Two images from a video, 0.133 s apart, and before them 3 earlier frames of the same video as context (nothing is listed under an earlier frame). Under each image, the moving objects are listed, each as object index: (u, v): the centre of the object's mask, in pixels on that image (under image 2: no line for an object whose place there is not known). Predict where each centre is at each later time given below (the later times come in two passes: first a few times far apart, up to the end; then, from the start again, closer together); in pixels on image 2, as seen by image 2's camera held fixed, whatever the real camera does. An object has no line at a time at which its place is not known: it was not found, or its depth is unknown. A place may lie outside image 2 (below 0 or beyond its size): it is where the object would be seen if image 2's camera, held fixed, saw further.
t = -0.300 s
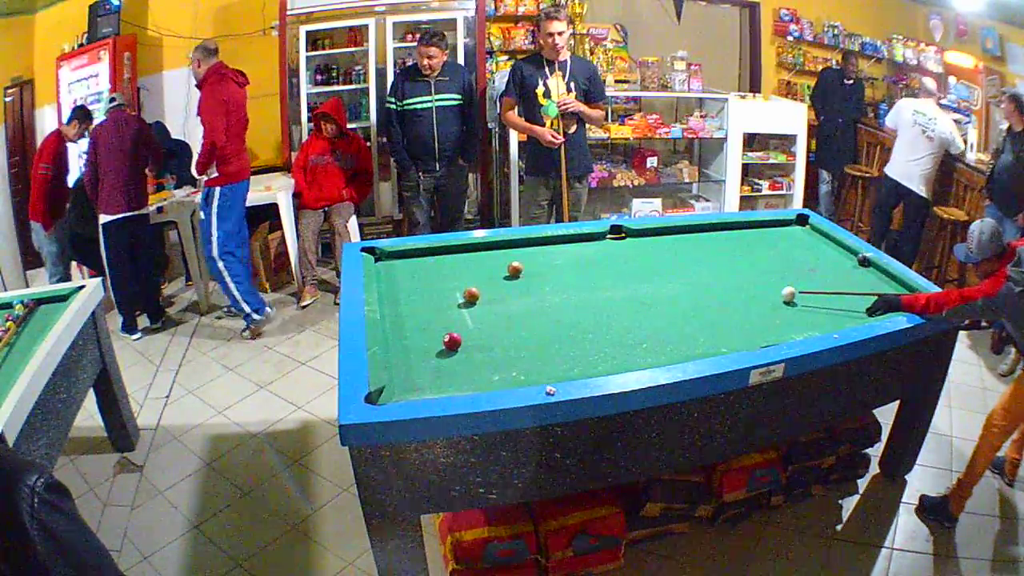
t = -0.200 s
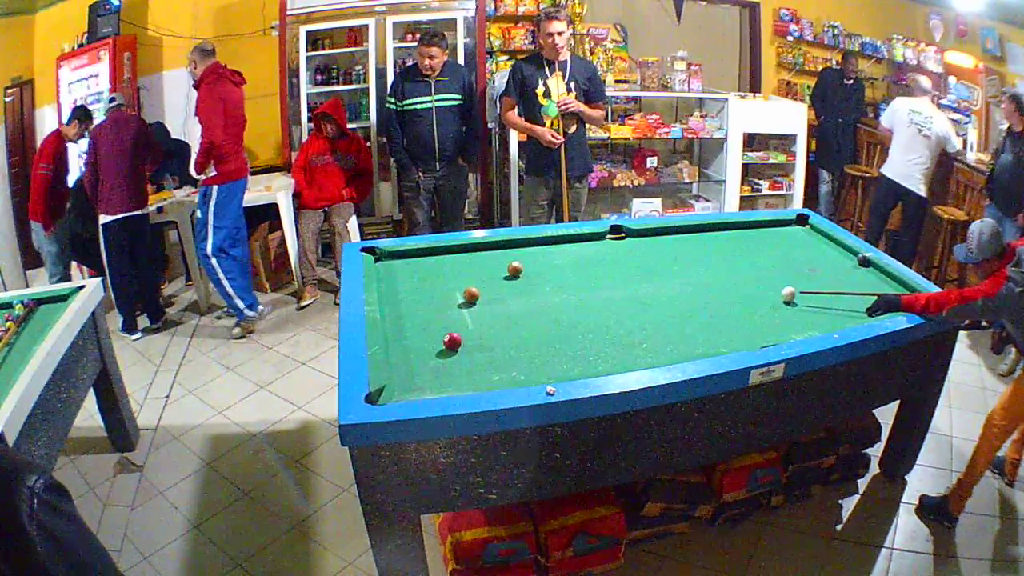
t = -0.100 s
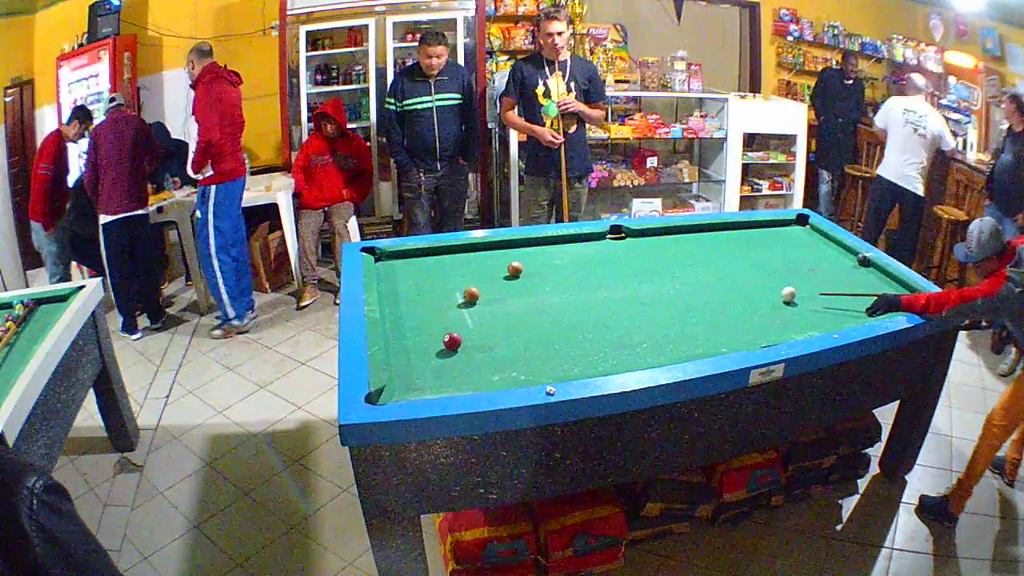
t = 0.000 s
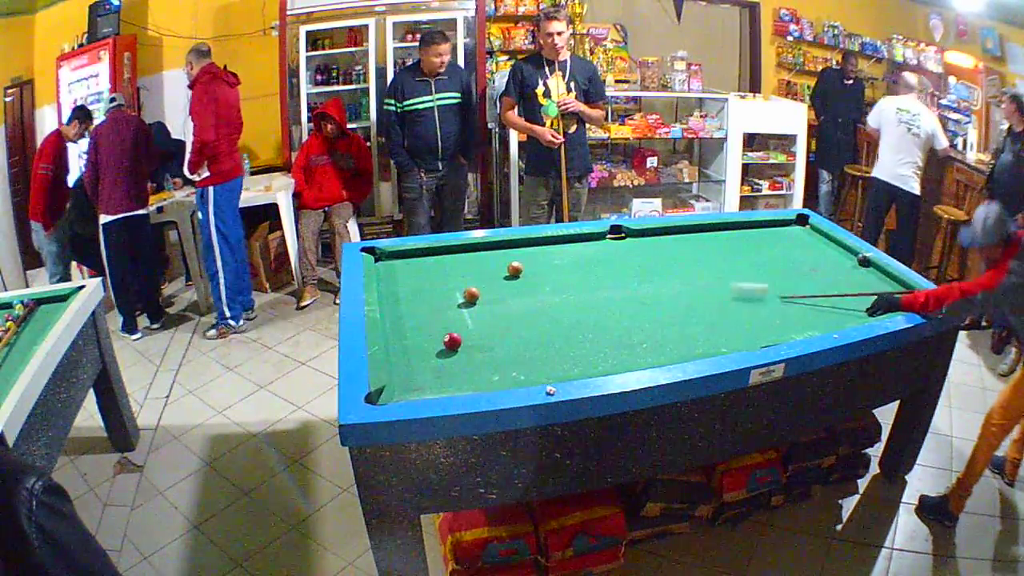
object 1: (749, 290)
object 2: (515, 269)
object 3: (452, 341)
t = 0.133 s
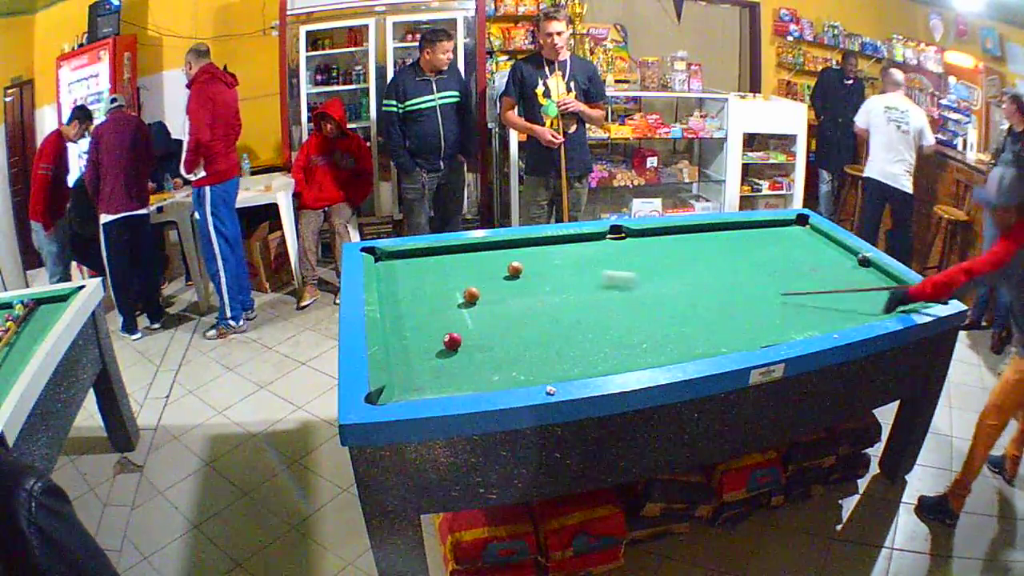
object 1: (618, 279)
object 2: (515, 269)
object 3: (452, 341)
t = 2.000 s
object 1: (501, 262)
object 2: (545, 364)
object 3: (399, 389)
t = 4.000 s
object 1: (510, 260)
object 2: (608, 325)
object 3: (436, 382)
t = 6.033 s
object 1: (510, 260)
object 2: (611, 324)
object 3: (436, 382)
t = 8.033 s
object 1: (510, 260)
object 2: (611, 323)
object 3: (436, 382)
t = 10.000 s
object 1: (510, 260)
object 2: (611, 323)
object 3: (436, 382)
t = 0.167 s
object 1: (586, 277)
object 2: (515, 269)
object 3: (452, 341)
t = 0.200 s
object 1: (556, 274)
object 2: (515, 269)
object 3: (452, 341)
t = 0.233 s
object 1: (531, 271)
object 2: (512, 268)
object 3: (452, 341)
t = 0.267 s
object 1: (528, 272)
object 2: (489, 265)
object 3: (452, 341)
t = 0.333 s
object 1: (521, 272)
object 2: (445, 258)
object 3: (452, 341)
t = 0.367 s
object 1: (516, 273)
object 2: (426, 255)
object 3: (452, 341)
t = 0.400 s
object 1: (511, 273)
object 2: (409, 254)
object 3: (452, 341)
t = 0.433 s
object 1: (506, 273)
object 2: (395, 256)
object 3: (452, 341)
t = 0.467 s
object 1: (502, 274)
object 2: (387, 258)
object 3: (452, 341)
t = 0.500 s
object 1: (497, 274)
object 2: (381, 261)
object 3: (452, 341)
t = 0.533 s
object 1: (492, 274)
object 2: (387, 263)
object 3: (452, 341)
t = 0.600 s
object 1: (483, 275)
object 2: (401, 269)
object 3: (452, 341)
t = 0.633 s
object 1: (479, 275)
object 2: (408, 270)
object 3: (452, 341)
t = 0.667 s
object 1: (474, 276)
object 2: (415, 273)
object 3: (452, 341)
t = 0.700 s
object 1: (469, 276)
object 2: (423, 275)
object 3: (452, 341)
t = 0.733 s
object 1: (465, 277)
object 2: (430, 276)
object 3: (452, 341)
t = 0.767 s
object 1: (460, 277)
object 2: (437, 279)
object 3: (452, 341)
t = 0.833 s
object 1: (462, 276)
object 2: (442, 285)
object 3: (452, 341)
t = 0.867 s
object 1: (464, 275)
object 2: (443, 288)
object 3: (452, 341)
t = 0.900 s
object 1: (465, 275)
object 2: (443, 292)
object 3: (452, 341)
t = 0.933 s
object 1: (467, 274)
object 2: (445, 296)
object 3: (452, 341)
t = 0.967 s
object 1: (468, 274)
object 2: (447, 299)
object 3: (452, 341)
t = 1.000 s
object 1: (470, 273)
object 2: (447, 302)
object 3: (452, 341)
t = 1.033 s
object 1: (471, 272)
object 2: (449, 306)
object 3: (452, 341)
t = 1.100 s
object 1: (474, 272)
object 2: (452, 314)
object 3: (452, 341)
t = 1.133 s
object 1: (475, 271)
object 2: (453, 318)
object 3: (452, 341)
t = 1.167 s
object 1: (477, 271)
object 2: (455, 322)
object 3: (452, 341)
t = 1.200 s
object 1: (478, 270)
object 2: (457, 326)
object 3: (452, 341)
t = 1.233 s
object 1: (480, 270)
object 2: (459, 328)
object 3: (452, 341)
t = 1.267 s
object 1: (481, 269)
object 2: (462, 332)
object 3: (451, 342)
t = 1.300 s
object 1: (482, 269)
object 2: (465, 335)
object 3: (449, 346)
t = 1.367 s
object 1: (485, 268)
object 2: (472, 337)
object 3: (444, 351)
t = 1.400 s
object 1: (486, 268)
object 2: (476, 339)
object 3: (442, 353)
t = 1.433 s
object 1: (487, 267)
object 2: (480, 340)
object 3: (440, 355)
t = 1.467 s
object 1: (488, 267)
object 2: (484, 342)
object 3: (437, 359)
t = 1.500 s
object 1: (489, 266)
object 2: (488, 343)
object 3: (435, 361)
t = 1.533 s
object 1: (490, 266)
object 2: (492, 344)
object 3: (433, 364)
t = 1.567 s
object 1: (491, 265)
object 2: (496, 346)
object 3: (430, 367)
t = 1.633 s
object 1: (493, 265)
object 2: (503, 349)
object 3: (426, 372)
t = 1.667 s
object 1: (494, 265)
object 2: (507, 350)
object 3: (424, 374)
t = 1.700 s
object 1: (495, 264)
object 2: (511, 352)
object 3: (421, 376)
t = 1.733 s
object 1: (496, 264)
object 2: (514, 353)
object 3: (419, 380)
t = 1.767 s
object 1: (496, 264)
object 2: (519, 355)
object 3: (417, 382)
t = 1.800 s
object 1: (497, 263)
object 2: (522, 356)
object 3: (414, 384)
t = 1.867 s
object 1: (499, 263)
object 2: (530, 359)
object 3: (409, 387)
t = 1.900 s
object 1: (499, 263)
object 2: (534, 361)
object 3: (406, 389)
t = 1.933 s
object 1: (500, 263)
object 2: (538, 362)
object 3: (403, 389)
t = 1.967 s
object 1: (501, 262)
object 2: (541, 363)
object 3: (401, 389)
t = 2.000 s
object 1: (501, 262)
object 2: (545, 364)
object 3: (399, 389)
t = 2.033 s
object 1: (502, 262)
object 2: (548, 365)
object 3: (396, 390)
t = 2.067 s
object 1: (503, 262)
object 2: (552, 366)
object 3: (394, 389)
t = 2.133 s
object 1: (504, 262)
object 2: (560, 368)
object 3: (398, 389)
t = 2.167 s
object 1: (504, 261)
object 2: (563, 368)
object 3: (399, 389)
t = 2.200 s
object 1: (505, 261)
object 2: (566, 368)
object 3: (401, 388)
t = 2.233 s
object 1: (506, 261)
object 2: (568, 368)
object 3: (403, 388)
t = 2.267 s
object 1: (506, 261)
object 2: (570, 367)
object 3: (405, 388)
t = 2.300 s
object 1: (506, 260)
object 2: (572, 366)
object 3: (406, 387)
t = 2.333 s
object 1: (507, 260)
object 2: (573, 365)
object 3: (408, 387)
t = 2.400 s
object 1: (507, 260)
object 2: (575, 364)
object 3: (411, 386)
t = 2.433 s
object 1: (508, 260)
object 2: (576, 363)
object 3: (413, 386)
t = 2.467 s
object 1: (508, 260)
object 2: (577, 362)
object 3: (414, 386)
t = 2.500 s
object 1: (508, 260)
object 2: (579, 361)
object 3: (415, 386)
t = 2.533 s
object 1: (509, 260)
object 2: (580, 359)
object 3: (417, 385)
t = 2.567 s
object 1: (509, 260)
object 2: (581, 358)
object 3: (418, 385)
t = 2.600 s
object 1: (509, 260)
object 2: (582, 357)
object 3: (420, 385)
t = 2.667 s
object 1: (509, 260)
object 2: (584, 354)
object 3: (422, 384)
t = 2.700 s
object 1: (509, 260)
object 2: (585, 353)
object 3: (423, 384)
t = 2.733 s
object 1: (510, 260)
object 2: (586, 352)
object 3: (424, 384)
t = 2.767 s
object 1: (510, 260)
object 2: (588, 351)
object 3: (426, 384)
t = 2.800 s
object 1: (510, 260)
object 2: (588, 350)
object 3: (427, 384)
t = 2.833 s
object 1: (510, 260)
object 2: (589, 349)
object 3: (428, 384)
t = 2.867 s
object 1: (510, 260)
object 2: (590, 347)
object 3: (429, 384)
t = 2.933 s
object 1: (510, 260)
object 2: (592, 346)
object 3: (431, 383)
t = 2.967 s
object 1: (510, 260)
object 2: (593, 345)
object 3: (431, 383)
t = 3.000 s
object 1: (510, 260)
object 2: (594, 344)
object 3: (432, 383)
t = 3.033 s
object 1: (510, 260)
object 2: (595, 343)
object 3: (432, 383)
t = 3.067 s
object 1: (510, 260)
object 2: (596, 342)
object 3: (433, 383)
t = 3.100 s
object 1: (510, 260)
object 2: (596, 341)
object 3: (434, 383)
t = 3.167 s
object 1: (510, 260)
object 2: (598, 339)
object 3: (435, 383)
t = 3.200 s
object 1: (510, 260)
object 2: (598, 338)
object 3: (435, 383)
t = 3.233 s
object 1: (510, 260)
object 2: (599, 337)
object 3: (436, 383)
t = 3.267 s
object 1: (510, 260)
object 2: (600, 337)
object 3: (436, 383)
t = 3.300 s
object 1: (510, 260)
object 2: (600, 336)
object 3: (437, 383)
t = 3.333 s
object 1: (510, 260)
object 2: (601, 336)
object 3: (437, 382)
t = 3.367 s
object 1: (510, 260)
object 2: (601, 335)
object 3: (437, 382)
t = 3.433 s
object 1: (510, 260)
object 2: (603, 333)
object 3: (437, 382)
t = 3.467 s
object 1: (510, 260)
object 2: (603, 332)
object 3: (437, 382)
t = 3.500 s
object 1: (510, 260)
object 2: (604, 332)
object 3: (437, 382)
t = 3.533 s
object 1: (510, 260)
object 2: (604, 331)
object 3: (437, 382)
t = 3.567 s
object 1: (510, 260)
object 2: (604, 331)
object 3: (437, 382)
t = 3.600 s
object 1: (510, 260)
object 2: (604, 330)
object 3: (437, 383)
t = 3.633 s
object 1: (510, 260)
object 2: (605, 330)
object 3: (437, 382)
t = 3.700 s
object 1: (510, 260)
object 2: (606, 329)
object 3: (436, 382)
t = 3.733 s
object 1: (510, 260)
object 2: (606, 328)
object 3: (436, 382)
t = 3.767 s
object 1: (510, 260)
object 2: (607, 328)
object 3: (436, 382)
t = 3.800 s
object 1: (510, 260)
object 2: (607, 327)
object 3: (436, 382)
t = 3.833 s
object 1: (510, 260)
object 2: (607, 327)
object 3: (436, 382)
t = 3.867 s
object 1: (510, 260)
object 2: (607, 327)
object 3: (436, 382)
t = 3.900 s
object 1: (510, 260)
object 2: (608, 326)
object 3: (436, 382)
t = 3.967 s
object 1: (510, 260)
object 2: (608, 325)
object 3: (436, 383)
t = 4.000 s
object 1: (510, 260)
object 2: (608, 325)
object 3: (436, 382)
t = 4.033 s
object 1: (510, 260)
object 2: (609, 325)
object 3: (437, 382)
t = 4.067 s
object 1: (510, 260)
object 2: (609, 325)
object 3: (437, 382)
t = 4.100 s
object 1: (510, 260)
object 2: (609, 324)
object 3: (437, 382)
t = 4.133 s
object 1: (510, 260)
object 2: (609, 324)
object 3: (437, 382)
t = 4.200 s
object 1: (510, 260)
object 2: (610, 324)
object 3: (437, 382)
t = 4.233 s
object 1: (510, 260)
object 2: (610, 324)
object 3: (436, 382)
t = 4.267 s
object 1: (510, 260)
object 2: (610, 323)
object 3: (436, 382)
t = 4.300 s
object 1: (510, 260)
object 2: (610, 323)
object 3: (436, 382)
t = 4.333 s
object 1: (510, 260)
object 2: (611, 323)
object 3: (437, 382)
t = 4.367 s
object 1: (510, 260)
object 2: (611, 323)
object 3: (436, 382)
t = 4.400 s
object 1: (510, 260)
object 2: (611, 323)
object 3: (436, 382)
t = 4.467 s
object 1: (510, 260)
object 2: (611, 323)
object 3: (437, 382)
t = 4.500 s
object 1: (510, 260)
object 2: (611, 323)
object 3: (437, 382)
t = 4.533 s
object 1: (510, 260)
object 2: (611, 323)
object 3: (437, 382)
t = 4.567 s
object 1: (510, 260)
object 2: (611, 323)
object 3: (437, 382)
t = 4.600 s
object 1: (510, 260)
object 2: (611, 323)
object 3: (437, 382)
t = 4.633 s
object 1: (510, 260)
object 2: (611, 323)
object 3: (437, 382)
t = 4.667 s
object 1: (510, 260)
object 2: (611, 323)
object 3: (437, 382)
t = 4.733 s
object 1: (510, 259)
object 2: (611, 323)
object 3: (437, 382)
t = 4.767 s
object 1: (510, 260)
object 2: (611, 323)
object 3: (437, 382)
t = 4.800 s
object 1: (510, 260)
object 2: (611, 323)
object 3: (437, 382)
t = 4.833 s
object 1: (510, 260)
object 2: (611, 323)
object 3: (437, 382)
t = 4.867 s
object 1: (510, 260)
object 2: (611, 323)
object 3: (437, 382)
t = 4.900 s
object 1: (510, 259)
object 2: (611, 323)
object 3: (436, 382)
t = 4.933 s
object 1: (510, 259)
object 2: (611, 324)
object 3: (437, 382)
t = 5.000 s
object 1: (510, 260)
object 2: (611, 324)
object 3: (437, 382)
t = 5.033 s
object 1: (510, 260)
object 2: (611, 324)
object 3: (437, 382)
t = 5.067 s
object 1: (510, 260)
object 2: (611, 324)
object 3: (437, 382)
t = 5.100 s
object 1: (510, 260)
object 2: (611, 324)
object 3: (437, 382)
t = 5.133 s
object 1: (510, 260)
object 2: (611, 324)
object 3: (437, 382)
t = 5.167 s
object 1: (510, 260)
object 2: (611, 324)
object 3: (437, 383)
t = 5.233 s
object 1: (510, 260)
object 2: (611, 324)
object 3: (436, 382)
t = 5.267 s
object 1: (510, 260)
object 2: (611, 324)
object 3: (436, 382)
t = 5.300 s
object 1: (510, 260)
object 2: (611, 324)
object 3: (436, 382)
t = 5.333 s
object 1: (510, 260)
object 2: (611, 324)
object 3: (436, 382)
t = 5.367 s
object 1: (510, 260)
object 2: (611, 324)
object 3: (436, 382)
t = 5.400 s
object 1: (510, 260)
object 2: (611, 324)
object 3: (436, 382)
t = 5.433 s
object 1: (510, 260)
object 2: (611, 324)
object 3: (436, 382)
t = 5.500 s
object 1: (510, 260)
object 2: (611, 324)
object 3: (436, 382)
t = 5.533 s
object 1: (510, 259)
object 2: (611, 324)
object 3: (436, 382)
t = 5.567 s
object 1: (510, 259)
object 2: (611, 323)
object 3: (436, 382)
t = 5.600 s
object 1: (510, 259)
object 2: (611, 324)
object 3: (436, 382)
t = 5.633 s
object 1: (510, 260)
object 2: (611, 324)
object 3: (436, 382)
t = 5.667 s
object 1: (510, 260)
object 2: (611, 324)
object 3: (436, 382)
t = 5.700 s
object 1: (510, 260)
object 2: (611, 324)
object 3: (436, 382)
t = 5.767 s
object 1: (510, 259)
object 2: (611, 324)
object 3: (436, 382)
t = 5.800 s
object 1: (510, 259)
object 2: (611, 324)
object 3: (436, 382)
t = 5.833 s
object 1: (510, 259)
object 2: (611, 324)
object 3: (436, 382)
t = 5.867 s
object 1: (510, 260)
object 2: (611, 324)
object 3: (436, 382)
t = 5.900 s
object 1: (510, 260)
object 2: (611, 324)
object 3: (436, 382)
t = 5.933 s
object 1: (510, 260)
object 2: (611, 324)
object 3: (436, 382)
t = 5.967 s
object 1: (510, 260)
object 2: (611, 324)
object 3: (436, 382)
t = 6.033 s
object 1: (510, 260)
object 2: (611, 324)
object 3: (436, 382)
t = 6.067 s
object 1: (510, 260)
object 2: (611, 324)
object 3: (436, 382)
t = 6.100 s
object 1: (510, 260)
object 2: (611, 324)
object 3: (436, 382)
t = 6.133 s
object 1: (510, 260)
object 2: (611, 324)
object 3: (436, 382)
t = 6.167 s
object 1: (510, 260)
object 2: (611, 324)
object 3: (436, 382)
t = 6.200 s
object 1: (510, 260)
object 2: (611, 324)
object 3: (436, 382)
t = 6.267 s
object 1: (510, 260)
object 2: (611, 324)
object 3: (437, 382)
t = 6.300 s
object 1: (510, 260)
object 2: (611, 324)
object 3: (436, 382)
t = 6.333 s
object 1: (510, 259)
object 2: (611, 324)
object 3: (437, 382)
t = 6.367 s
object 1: (510, 259)
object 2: (611, 324)
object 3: (436, 382)
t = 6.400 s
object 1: (510, 260)
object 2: (611, 324)
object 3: (437, 382)
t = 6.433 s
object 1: (510, 260)
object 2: (611, 324)
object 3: (437, 382)
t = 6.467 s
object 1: (510, 260)
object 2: (611, 324)
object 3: (437, 382)
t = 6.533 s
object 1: (510, 260)
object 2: (611, 324)
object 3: (437, 382)
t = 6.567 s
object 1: (510, 260)
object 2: (611, 324)
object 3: (436, 382)
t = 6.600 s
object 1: (510, 260)
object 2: (611, 324)
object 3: (436, 382)
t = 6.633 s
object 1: (510, 260)
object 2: (611, 324)
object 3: (436, 382)
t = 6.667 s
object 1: (510, 260)
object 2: (611, 324)
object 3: (436, 382)
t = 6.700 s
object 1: (510, 260)
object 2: (611, 324)
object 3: (437, 382)
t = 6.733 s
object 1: (510, 260)
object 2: (611, 324)
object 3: (437, 382)
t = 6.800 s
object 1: (510, 260)
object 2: (611, 324)
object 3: (437, 382)
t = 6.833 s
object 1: (510, 260)
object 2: (611, 324)
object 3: (437, 382)
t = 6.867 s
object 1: (510, 260)
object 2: (611, 324)
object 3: (437, 382)
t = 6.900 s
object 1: (510, 260)
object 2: (611, 323)
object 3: (437, 382)
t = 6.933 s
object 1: (510, 260)
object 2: (611, 323)
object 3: (437, 382)
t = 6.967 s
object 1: (510, 260)
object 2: (611, 323)
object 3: (437, 382)
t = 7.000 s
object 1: (510, 260)
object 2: (611, 323)
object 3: (437, 382)
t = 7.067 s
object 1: (510, 260)
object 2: (611, 323)
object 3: (437, 382)
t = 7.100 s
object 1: (510, 260)
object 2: (611, 323)
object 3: (437, 382)
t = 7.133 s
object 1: (510, 260)
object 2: (611, 323)
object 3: (436, 382)
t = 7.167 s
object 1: (510, 260)
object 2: (611, 323)
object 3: (437, 382)
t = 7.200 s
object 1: (510, 260)
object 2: (611, 323)
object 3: (437, 382)
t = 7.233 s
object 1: (510, 260)
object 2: (611, 323)
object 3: (437, 382)
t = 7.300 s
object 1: (510, 260)
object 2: (611, 323)
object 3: (437, 382)
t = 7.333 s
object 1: (510, 260)
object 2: (611, 323)
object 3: (436, 382)
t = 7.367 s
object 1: (510, 259)
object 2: (611, 323)
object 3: (437, 382)
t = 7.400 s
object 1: (510, 260)
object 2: (611, 323)
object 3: (436, 382)
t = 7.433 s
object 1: (510, 260)
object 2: (611, 323)
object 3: (437, 382)
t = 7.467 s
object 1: (510, 260)
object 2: (611, 323)
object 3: (437, 382)
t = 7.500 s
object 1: (510, 260)
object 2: (611, 323)
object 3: (436, 382)
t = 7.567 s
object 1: (510, 260)
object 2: (611, 323)
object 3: (436, 382)
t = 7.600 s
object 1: (510, 260)
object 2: (611, 323)
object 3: (436, 382)
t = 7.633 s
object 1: (510, 260)
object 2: (611, 323)
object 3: (437, 382)
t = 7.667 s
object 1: (510, 260)
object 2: (611, 323)
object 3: (437, 382)
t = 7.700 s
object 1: (510, 260)
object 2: (611, 323)
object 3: (436, 382)
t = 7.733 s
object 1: (510, 260)
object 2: (611, 323)
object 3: (437, 382)
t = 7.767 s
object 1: (510, 260)
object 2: (611, 323)
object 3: (436, 382)
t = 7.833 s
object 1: (510, 260)
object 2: (611, 323)
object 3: (436, 382)
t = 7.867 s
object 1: (510, 260)
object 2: (611, 323)
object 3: (436, 383)
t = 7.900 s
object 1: (510, 260)
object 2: (611, 323)
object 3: (436, 382)
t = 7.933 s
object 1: (510, 260)
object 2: (611, 323)
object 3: (436, 382)
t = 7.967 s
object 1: (510, 260)
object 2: (611, 323)
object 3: (436, 382)
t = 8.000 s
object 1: (510, 260)
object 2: (611, 323)
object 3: (436, 382)
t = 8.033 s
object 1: (510, 260)
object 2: (611, 323)
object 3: (436, 382)
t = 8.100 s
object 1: (510, 260)
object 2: (611, 323)
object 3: (436, 382)
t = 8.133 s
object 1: (510, 260)
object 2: (611, 323)
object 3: (436, 382)
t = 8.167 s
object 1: (510, 260)
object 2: (611, 323)
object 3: (436, 382)
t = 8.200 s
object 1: (510, 260)
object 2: (611, 323)
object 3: (436, 382)
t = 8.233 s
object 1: (510, 260)
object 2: (611, 323)
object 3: (436, 382)
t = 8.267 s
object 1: (510, 260)
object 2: (611, 324)
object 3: (436, 382)
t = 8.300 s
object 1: (510, 260)
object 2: (611, 323)
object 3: (436, 382)
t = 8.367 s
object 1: (510, 260)
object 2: (611, 323)
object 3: (437, 382)
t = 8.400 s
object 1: (510, 260)
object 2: (611, 323)
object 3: (436, 382)
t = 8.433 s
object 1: (510, 260)
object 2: (611, 323)
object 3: (436, 382)
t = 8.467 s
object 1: (510, 260)
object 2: (611, 323)
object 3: (436, 382)
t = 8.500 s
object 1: (510, 260)
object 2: (611, 323)
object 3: (436, 382)
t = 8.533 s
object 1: (510, 260)
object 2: (611, 323)
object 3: (436, 382)
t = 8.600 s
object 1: (510, 260)
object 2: (611, 323)
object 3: (436, 382)
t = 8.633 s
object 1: (510, 260)
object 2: (611, 323)
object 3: (436, 382)
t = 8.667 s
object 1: (510, 260)
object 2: (611, 323)
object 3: (436, 382)
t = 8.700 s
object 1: (510, 260)
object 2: (611, 323)
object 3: (437, 382)
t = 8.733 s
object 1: (510, 260)
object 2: (611, 323)
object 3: (436, 382)
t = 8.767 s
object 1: (510, 260)
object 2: (611, 323)
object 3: (436, 382)
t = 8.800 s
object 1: (510, 260)
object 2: (611, 323)
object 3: (436, 382)
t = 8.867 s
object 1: (510, 260)
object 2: (611, 323)
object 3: (436, 382)
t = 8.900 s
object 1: (510, 260)
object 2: (611, 323)
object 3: (437, 382)
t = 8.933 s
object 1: (510, 260)
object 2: (611, 323)
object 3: (436, 382)
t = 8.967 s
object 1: (510, 260)
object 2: (611, 323)
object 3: (436, 382)
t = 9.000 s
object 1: (510, 260)
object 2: (611, 323)
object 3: (436, 382)
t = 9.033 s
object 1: (510, 260)
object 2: (611, 323)
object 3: (437, 382)
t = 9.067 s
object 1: (510, 260)
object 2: (611, 323)
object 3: (437, 382)
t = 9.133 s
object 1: (510, 260)
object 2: (611, 323)
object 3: (437, 382)
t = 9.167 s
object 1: (510, 260)
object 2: (611, 323)
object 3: (436, 382)
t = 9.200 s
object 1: (510, 260)
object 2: (611, 323)
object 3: (437, 382)
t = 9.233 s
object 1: (510, 260)
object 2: (611, 323)
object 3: (437, 382)
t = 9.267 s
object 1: (510, 260)
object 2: (611, 323)
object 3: (437, 382)
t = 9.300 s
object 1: (510, 260)
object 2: (611, 323)
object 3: (436, 382)
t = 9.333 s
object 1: (510, 260)
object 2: (611, 323)
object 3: (436, 382)
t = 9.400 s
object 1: (510, 260)
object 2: (611, 323)
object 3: (436, 382)
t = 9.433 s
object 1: (510, 260)
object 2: (611, 323)
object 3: (436, 382)
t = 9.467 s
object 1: (510, 260)
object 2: (611, 323)
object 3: (436, 382)
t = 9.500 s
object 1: (510, 260)
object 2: (611, 323)
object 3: (436, 382)
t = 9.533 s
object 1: (510, 260)
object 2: (611, 323)
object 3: (436, 382)
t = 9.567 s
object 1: (510, 260)
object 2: (611, 323)
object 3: (436, 382)
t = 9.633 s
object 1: (510, 260)
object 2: (611, 323)
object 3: (436, 382)
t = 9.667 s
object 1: (510, 260)
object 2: (611, 323)
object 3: (436, 382)
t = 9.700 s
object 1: (510, 260)
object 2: (611, 323)
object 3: (436, 382)
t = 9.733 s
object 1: (510, 260)
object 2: (611, 323)
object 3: (436, 382)
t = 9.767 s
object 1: (510, 260)
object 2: (611, 323)
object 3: (436, 382)
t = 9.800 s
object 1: (510, 260)
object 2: (611, 323)
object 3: (436, 382)
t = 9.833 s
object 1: (510, 260)
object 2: (611, 323)
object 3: (436, 382)
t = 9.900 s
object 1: (510, 260)
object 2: (611, 323)
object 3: (436, 382)
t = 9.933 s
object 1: (510, 260)
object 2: (611, 323)
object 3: (436, 382)
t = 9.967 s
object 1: (510, 260)
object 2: (611, 323)
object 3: (437, 382)
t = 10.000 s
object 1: (510, 260)
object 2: (611, 323)
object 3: (436, 382)
